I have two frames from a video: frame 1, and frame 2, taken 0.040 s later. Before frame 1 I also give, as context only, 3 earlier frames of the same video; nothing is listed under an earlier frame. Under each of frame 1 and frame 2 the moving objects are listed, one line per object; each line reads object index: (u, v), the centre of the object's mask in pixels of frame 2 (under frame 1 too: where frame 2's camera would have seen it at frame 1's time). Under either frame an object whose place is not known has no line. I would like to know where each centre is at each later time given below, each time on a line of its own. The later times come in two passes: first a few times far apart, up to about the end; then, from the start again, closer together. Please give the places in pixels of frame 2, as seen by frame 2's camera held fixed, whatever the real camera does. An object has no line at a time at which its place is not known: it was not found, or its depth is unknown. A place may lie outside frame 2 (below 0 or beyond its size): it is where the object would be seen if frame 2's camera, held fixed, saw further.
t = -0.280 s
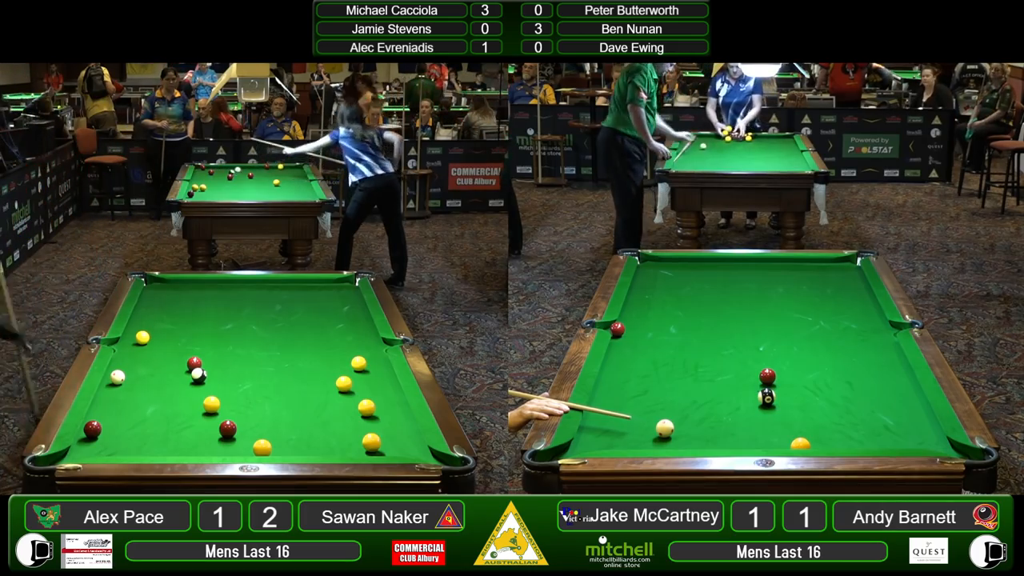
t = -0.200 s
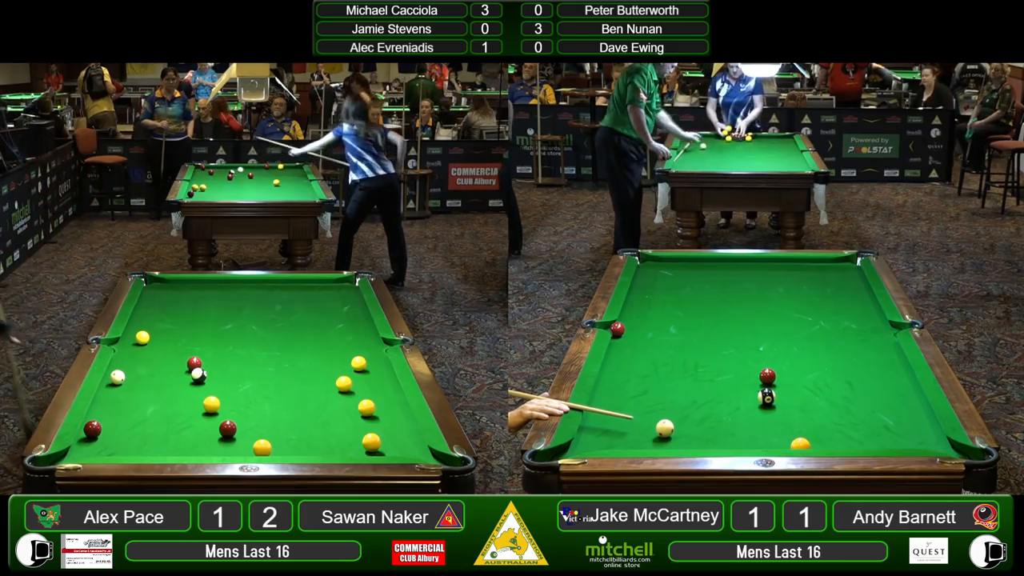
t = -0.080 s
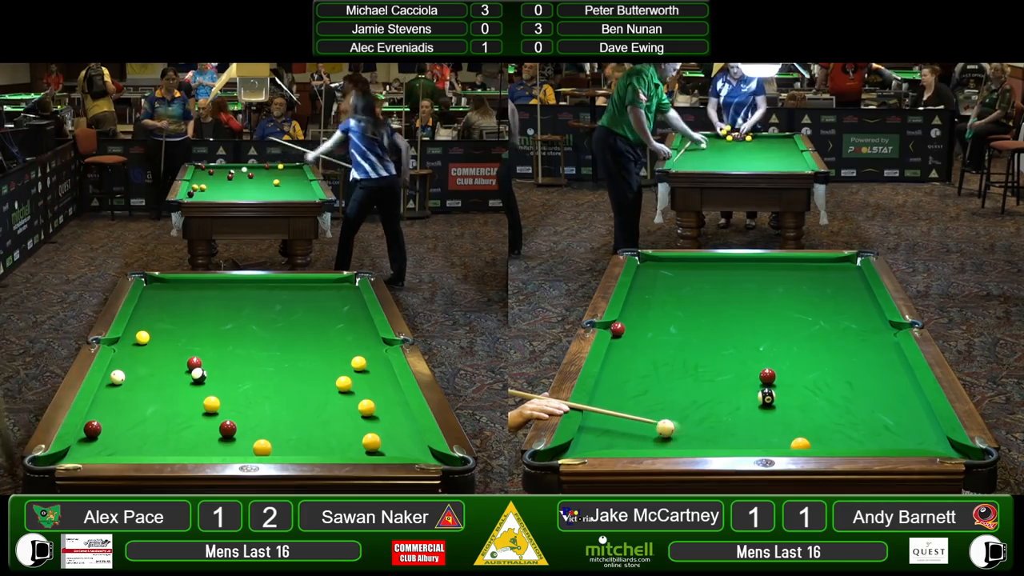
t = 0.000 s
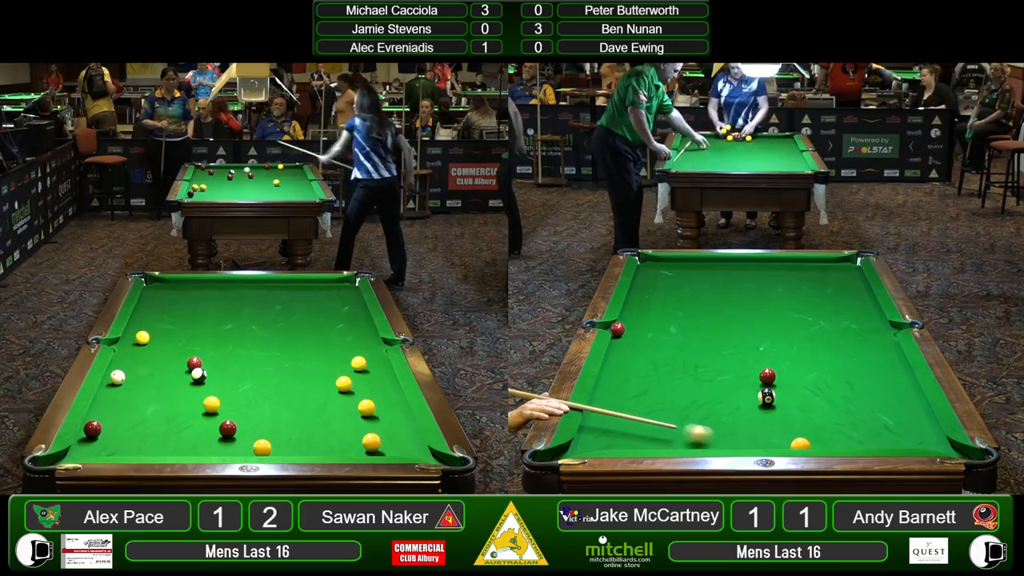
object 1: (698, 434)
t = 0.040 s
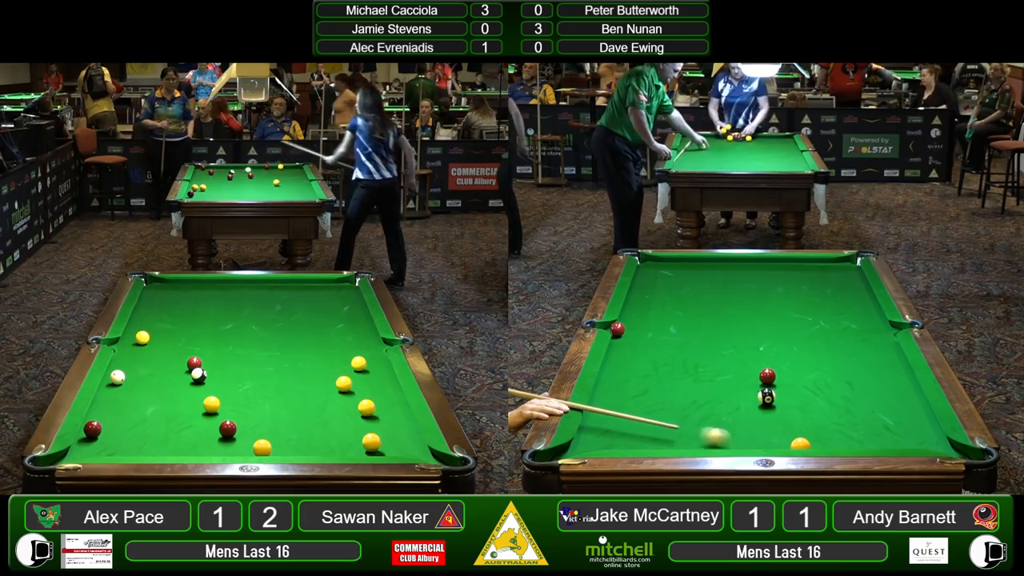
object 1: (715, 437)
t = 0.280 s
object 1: (781, 442)
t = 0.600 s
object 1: (797, 431)
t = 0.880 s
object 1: (810, 421)
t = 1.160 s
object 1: (821, 413)
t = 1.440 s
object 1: (831, 406)
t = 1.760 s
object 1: (839, 400)
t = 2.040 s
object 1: (845, 396)
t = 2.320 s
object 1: (850, 392)
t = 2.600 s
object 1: (853, 390)
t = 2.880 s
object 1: (854, 389)
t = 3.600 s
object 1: (854, 388)
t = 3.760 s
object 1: (854, 388)
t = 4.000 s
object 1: (854, 388)
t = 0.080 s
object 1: (731, 439)
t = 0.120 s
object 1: (749, 441)
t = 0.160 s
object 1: (768, 443)
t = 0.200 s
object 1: (780, 444)
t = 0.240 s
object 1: (780, 444)
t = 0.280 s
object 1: (781, 442)
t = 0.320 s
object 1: (782, 441)
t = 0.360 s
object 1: (784, 440)
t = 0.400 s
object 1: (787, 439)
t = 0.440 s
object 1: (789, 438)
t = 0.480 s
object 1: (791, 436)
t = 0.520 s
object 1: (793, 435)
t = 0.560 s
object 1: (795, 433)
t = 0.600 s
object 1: (797, 431)
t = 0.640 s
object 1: (799, 430)
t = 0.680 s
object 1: (801, 428)
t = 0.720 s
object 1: (803, 427)
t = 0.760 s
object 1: (805, 425)
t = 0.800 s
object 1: (807, 424)
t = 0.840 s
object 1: (809, 423)
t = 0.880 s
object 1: (810, 421)
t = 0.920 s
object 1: (812, 420)
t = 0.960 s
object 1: (814, 419)
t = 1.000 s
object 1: (815, 418)
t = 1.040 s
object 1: (817, 416)
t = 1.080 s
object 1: (818, 415)
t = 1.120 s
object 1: (820, 414)
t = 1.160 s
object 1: (821, 413)
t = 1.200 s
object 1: (823, 412)
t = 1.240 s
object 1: (824, 411)
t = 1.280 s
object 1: (826, 410)
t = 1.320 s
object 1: (827, 409)
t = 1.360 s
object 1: (828, 408)
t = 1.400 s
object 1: (830, 407)
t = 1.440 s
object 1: (831, 406)
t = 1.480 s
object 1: (832, 405)
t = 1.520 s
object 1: (833, 404)
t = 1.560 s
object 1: (834, 404)
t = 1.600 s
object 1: (835, 403)
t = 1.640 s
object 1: (836, 402)
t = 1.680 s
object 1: (837, 401)
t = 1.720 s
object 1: (838, 400)
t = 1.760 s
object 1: (839, 400)
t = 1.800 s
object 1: (840, 399)
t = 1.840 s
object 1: (841, 398)
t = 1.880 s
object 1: (842, 398)
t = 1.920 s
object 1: (843, 397)
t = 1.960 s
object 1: (844, 397)
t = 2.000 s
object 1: (844, 396)
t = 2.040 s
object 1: (845, 396)
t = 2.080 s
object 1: (846, 395)
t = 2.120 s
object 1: (847, 394)
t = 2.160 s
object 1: (847, 394)
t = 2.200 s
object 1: (848, 394)
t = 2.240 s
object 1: (849, 393)
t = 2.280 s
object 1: (849, 393)
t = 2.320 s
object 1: (850, 392)
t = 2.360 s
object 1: (850, 392)
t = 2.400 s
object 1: (851, 392)
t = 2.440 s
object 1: (851, 391)
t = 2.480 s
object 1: (852, 391)
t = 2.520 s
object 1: (852, 390)
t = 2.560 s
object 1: (852, 390)
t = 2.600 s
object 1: (853, 390)
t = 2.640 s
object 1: (853, 390)
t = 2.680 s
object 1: (853, 390)
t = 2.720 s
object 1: (853, 389)
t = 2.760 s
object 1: (854, 389)
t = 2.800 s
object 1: (854, 389)
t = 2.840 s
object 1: (854, 389)
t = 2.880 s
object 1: (854, 389)
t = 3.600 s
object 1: (854, 388)
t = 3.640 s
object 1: (854, 388)
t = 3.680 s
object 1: (854, 388)
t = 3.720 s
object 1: (854, 388)
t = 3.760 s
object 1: (854, 388)
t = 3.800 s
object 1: (854, 388)
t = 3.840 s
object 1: (854, 388)
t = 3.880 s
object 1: (854, 388)
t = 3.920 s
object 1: (854, 388)
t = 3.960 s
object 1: (854, 388)
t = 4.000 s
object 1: (854, 388)
